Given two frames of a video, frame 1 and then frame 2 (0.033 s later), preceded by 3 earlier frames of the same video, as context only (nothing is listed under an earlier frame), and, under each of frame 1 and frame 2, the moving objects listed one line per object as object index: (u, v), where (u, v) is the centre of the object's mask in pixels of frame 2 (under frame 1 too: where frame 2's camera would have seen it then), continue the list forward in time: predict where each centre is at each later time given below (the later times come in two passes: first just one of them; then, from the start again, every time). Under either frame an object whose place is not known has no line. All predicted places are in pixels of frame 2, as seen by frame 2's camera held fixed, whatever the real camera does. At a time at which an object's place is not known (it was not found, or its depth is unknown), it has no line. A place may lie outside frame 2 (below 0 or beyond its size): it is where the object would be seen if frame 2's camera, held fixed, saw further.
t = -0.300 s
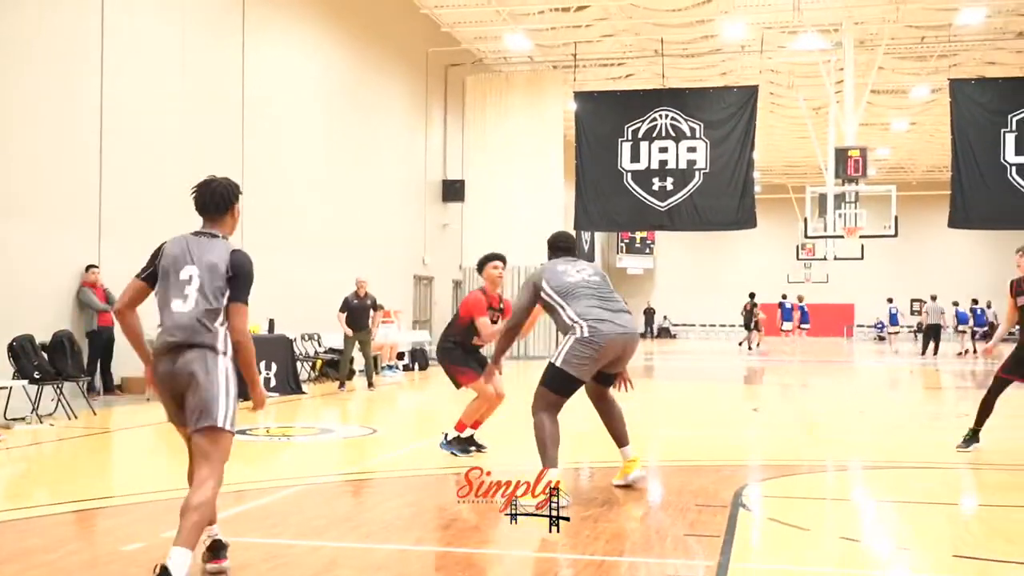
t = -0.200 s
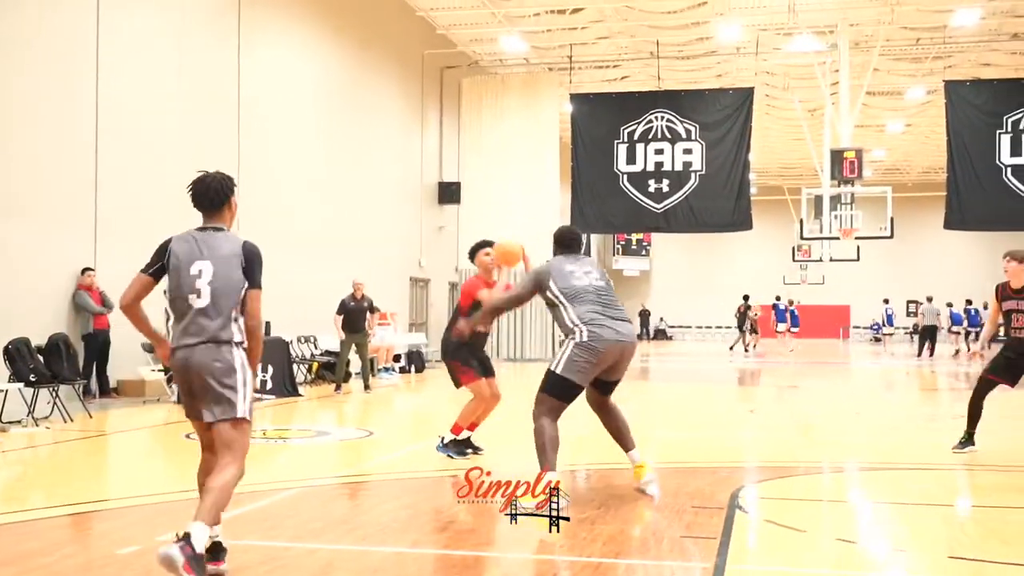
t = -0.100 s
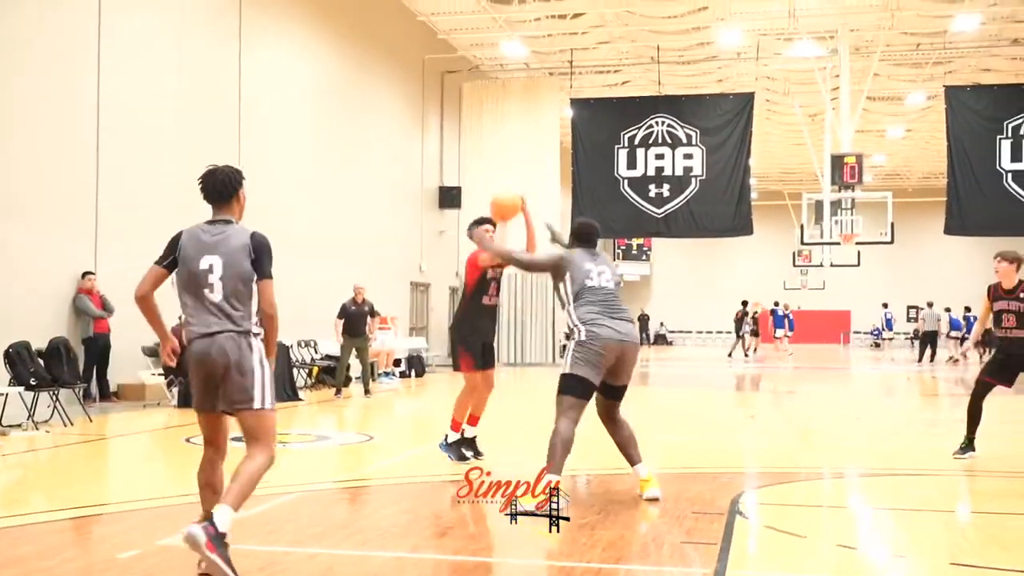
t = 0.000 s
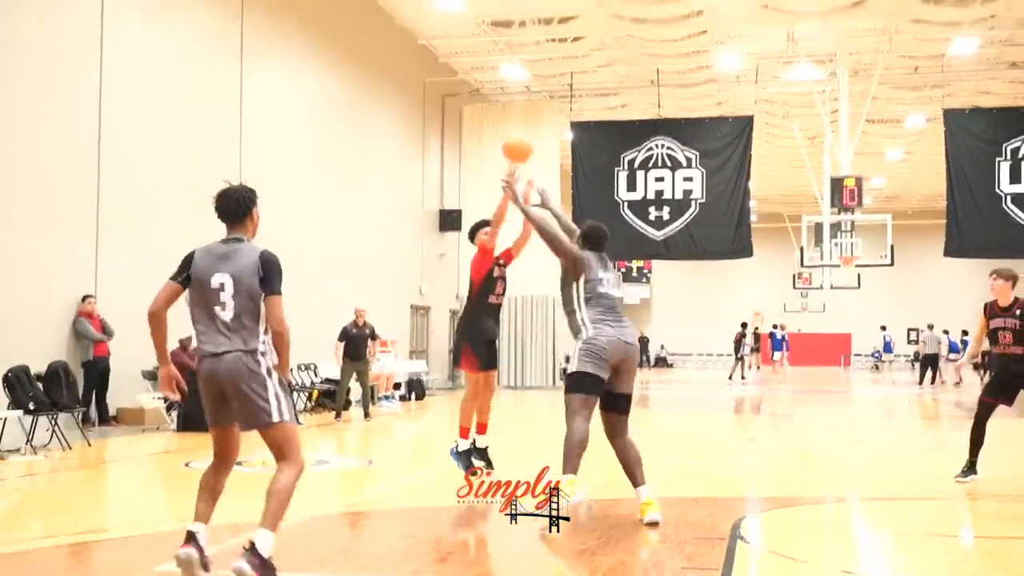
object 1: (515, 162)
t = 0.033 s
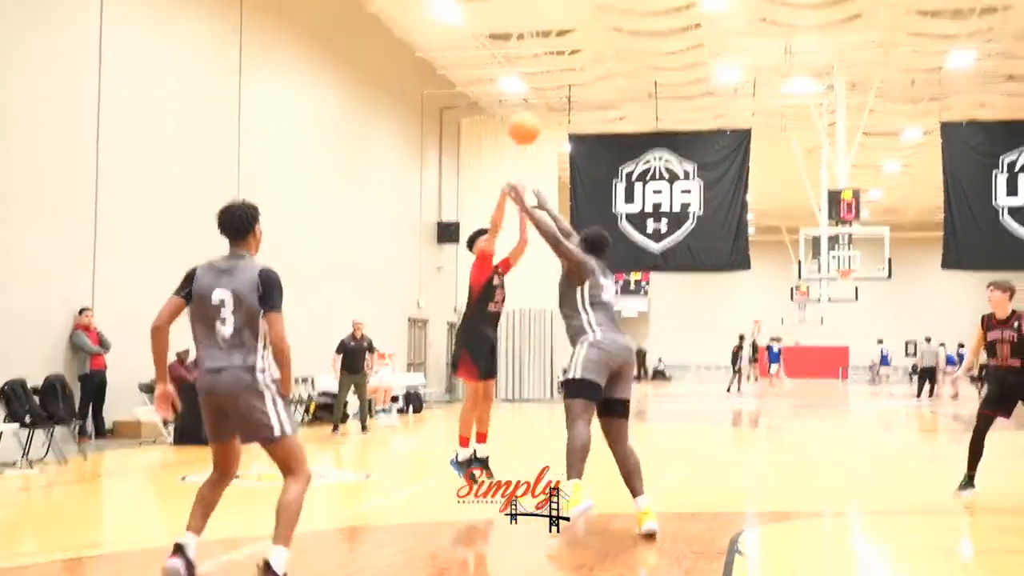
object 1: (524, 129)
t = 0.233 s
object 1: (578, -53)
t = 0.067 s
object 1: (532, 101)
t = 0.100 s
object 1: (541, 69)
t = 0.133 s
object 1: (550, 40)
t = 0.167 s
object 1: (560, 8)
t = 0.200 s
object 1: (568, -21)
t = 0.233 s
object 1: (578, -53)
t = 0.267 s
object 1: (588, -81)
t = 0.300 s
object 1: (599, -110)
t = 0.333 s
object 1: (609, -141)
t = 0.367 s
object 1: (619, -167)
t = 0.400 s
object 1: (631, -195)
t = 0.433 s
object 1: (644, -224)
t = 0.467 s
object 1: (656, -251)
